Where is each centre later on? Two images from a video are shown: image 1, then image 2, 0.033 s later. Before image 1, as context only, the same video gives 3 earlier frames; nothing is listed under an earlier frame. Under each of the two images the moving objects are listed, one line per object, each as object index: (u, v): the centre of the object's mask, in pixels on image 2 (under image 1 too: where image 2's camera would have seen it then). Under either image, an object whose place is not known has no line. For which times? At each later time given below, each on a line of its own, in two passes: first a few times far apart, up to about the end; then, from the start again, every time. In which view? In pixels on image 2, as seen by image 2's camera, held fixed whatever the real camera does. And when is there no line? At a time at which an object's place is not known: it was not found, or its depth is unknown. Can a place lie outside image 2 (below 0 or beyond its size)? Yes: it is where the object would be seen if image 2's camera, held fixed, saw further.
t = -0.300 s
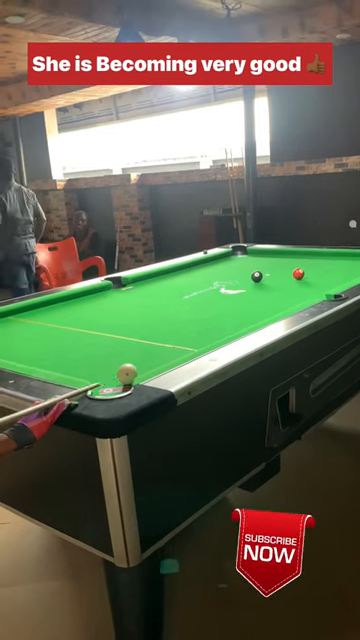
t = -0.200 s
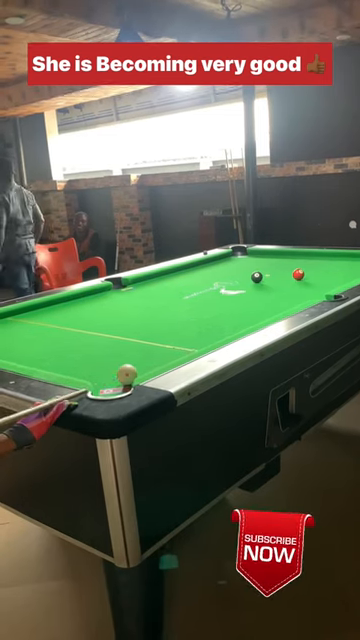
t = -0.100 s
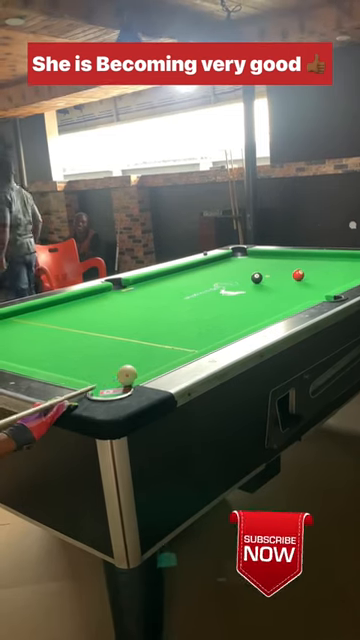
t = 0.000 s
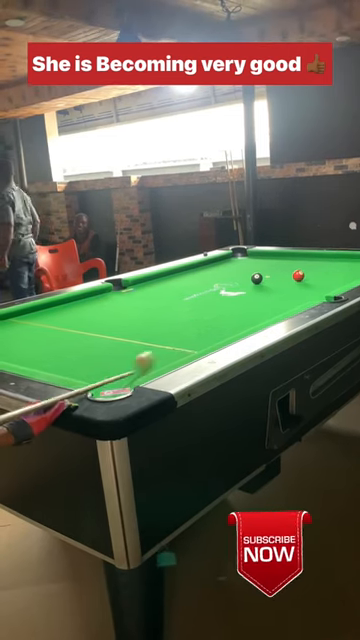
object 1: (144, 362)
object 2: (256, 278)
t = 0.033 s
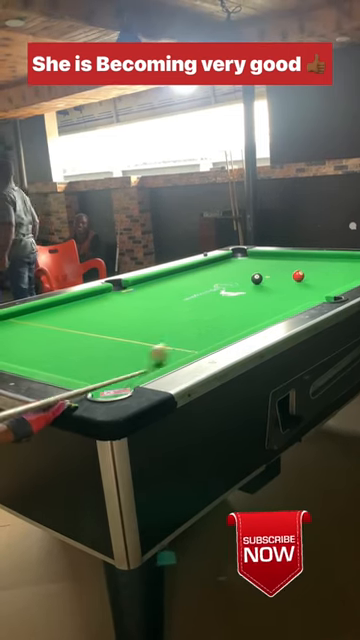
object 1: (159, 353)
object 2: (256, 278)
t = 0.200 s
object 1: (208, 318)
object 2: (256, 278)
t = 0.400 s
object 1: (244, 291)
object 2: (256, 278)
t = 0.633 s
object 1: (281, 277)
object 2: (250, 272)
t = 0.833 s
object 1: (288, 275)
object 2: (244, 264)
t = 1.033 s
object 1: (292, 272)
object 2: (238, 258)
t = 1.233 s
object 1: (295, 270)
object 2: (237, 253)
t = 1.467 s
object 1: (297, 267)
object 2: (239, 253)
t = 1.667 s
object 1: (299, 266)
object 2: (235, 254)
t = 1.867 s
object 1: (300, 264)
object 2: (232, 256)
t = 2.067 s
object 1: (301, 263)
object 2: (231, 256)
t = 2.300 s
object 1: (302, 262)
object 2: (227, 258)
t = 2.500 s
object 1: (303, 262)
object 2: (226, 258)
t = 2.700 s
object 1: (303, 262)
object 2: (225, 258)
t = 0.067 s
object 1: (171, 343)
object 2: (256, 278)
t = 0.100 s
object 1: (183, 336)
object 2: (256, 278)
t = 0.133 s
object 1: (192, 330)
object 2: (256, 278)
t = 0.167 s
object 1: (201, 324)
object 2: (256, 278)
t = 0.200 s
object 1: (208, 318)
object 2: (256, 278)
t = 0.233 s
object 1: (215, 313)
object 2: (256, 278)
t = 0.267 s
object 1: (221, 308)
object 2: (256, 278)
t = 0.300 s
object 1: (228, 304)
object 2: (256, 278)
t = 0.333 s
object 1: (233, 299)
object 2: (257, 278)
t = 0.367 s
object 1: (239, 295)
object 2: (257, 278)
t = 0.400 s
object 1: (244, 291)
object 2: (256, 278)
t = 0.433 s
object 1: (248, 288)
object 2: (257, 278)
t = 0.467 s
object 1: (253, 284)
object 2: (257, 277)
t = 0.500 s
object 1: (257, 281)
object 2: (256, 274)
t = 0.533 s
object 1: (262, 280)
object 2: (254, 276)
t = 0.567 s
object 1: (269, 279)
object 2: (254, 275)
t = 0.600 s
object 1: (275, 278)
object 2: (252, 273)
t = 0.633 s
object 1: (281, 277)
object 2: (250, 272)
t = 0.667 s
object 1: (287, 276)
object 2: (249, 270)
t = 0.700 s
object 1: (286, 276)
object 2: (248, 269)
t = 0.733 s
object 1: (286, 276)
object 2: (247, 268)
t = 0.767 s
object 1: (287, 275)
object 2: (246, 267)
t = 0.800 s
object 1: (287, 275)
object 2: (245, 266)
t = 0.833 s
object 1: (288, 275)
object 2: (244, 264)
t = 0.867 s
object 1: (289, 274)
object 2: (243, 263)
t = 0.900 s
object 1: (289, 274)
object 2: (242, 262)
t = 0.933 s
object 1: (290, 273)
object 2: (241, 261)
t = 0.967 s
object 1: (291, 273)
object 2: (239, 260)
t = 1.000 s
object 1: (291, 272)
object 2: (239, 259)
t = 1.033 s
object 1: (292, 272)
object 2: (238, 258)
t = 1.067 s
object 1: (292, 272)
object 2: (237, 257)
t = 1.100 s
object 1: (293, 271)
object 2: (236, 256)
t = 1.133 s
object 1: (293, 271)
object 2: (235, 255)
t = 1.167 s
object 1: (294, 270)
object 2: (235, 254)
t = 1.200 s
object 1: (294, 270)
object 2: (236, 254)
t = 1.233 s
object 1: (295, 270)
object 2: (237, 253)
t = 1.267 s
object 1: (295, 269)
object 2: (241, 253)
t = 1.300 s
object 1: (296, 269)
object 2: (242, 253)
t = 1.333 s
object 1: (296, 268)
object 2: (243, 253)
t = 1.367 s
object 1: (296, 268)
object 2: (242, 253)
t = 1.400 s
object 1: (296, 268)
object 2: (241, 253)
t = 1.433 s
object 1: (297, 267)
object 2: (240, 253)
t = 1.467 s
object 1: (297, 267)
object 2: (239, 253)
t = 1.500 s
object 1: (297, 267)
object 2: (239, 253)
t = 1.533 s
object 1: (298, 267)
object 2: (238, 253)
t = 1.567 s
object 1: (298, 267)
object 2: (237, 253)
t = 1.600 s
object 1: (298, 266)
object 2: (236, 254)
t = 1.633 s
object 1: (299, 266)
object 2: (235, 254)
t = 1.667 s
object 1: (299, 266)
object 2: (235, 254)
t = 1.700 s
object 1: (299, 265)
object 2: (234, 255)
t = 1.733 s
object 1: (299, 265)
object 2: (233, 255)
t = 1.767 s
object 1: (300, 265)
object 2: (233, 255)
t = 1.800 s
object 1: (300, 265)
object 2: (233, 255)
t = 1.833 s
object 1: (300, 264)
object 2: (232, 256)
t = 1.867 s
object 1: (300, 264)
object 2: (232, 256)
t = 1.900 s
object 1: (301, 264)
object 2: (232, 256)
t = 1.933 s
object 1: (301, 264)
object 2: (231, 256)
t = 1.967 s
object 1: (301, 264)
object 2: (230, 257)
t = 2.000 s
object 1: (301, 264)
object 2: (230, 257)
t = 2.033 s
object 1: (301, 264)
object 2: (231, 256)
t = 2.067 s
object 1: (301, 263)
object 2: (231, 256)
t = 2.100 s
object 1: (301, 263)
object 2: (229, 257)
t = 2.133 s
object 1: (302, 263)
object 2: (229, 257)
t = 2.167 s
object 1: (302, 263)
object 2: (229, 257)
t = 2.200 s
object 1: (302, 263)
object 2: (229, 257)
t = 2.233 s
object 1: (302, 263)
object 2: (229, 257)
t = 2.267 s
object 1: (302, 262)
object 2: (228, 257)
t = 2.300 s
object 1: (302, 262)
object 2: (227, 258)
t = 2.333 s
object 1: (302, 262)
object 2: (227, 257)
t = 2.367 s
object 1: (303, 262)
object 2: (227, 258)
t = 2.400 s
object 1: (302, 262)
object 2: (226, 258)
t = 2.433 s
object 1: (302, 262)
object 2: (226, 258)
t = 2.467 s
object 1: (303, 262)
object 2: (226, 258)
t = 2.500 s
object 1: (303, 262)
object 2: (226, 258)
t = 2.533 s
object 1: (303, 262)
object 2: (226, 258)
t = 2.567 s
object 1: (303, 262)
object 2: (226, 258)
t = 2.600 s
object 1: (303, 262)
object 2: (226, 258)
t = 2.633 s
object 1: (303, 261)
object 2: (225, 258)
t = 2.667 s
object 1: (303, 261)
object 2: (225, 258)
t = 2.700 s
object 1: (303, 262)
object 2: (225, 258)
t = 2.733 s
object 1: (303, 261)
